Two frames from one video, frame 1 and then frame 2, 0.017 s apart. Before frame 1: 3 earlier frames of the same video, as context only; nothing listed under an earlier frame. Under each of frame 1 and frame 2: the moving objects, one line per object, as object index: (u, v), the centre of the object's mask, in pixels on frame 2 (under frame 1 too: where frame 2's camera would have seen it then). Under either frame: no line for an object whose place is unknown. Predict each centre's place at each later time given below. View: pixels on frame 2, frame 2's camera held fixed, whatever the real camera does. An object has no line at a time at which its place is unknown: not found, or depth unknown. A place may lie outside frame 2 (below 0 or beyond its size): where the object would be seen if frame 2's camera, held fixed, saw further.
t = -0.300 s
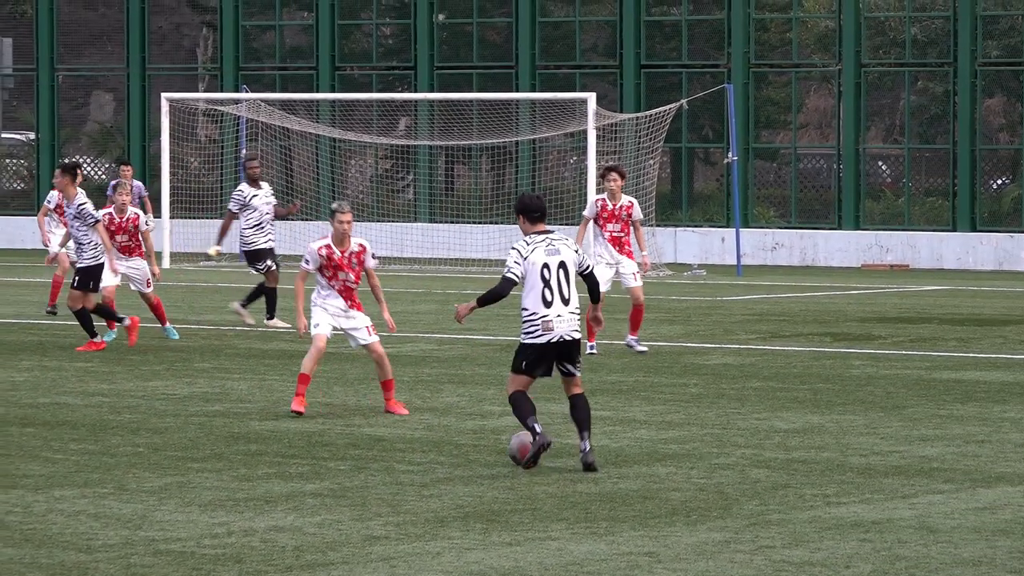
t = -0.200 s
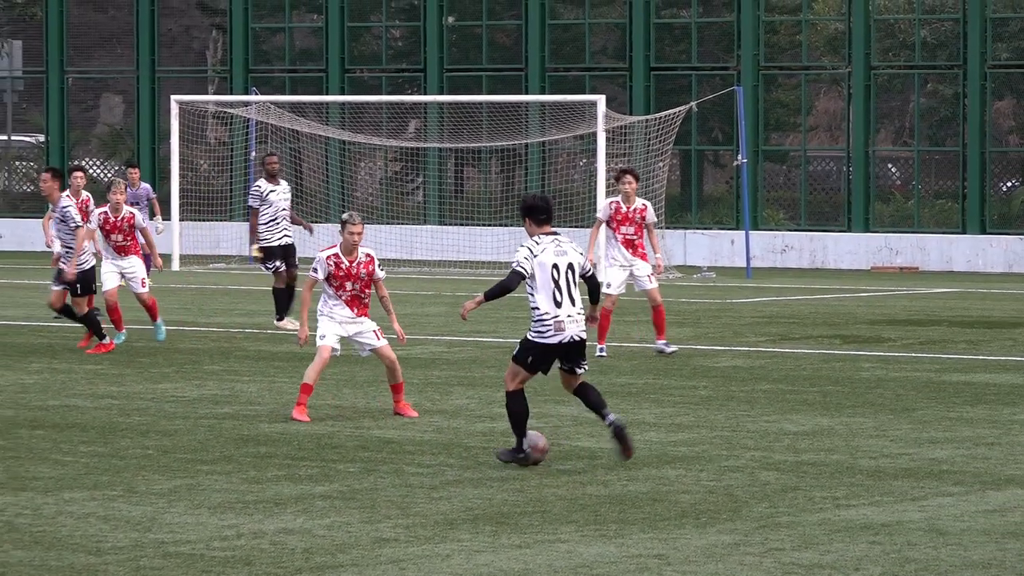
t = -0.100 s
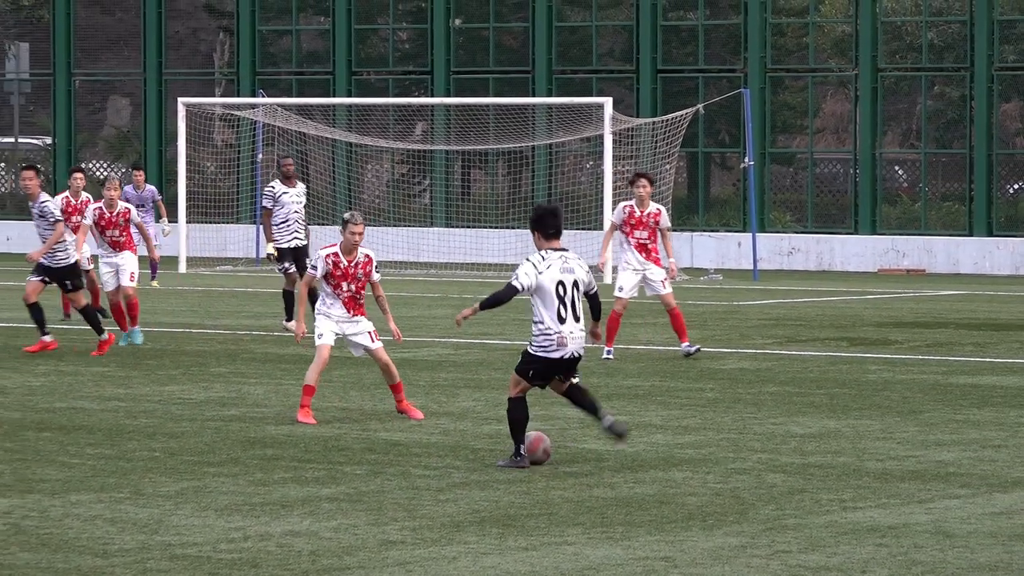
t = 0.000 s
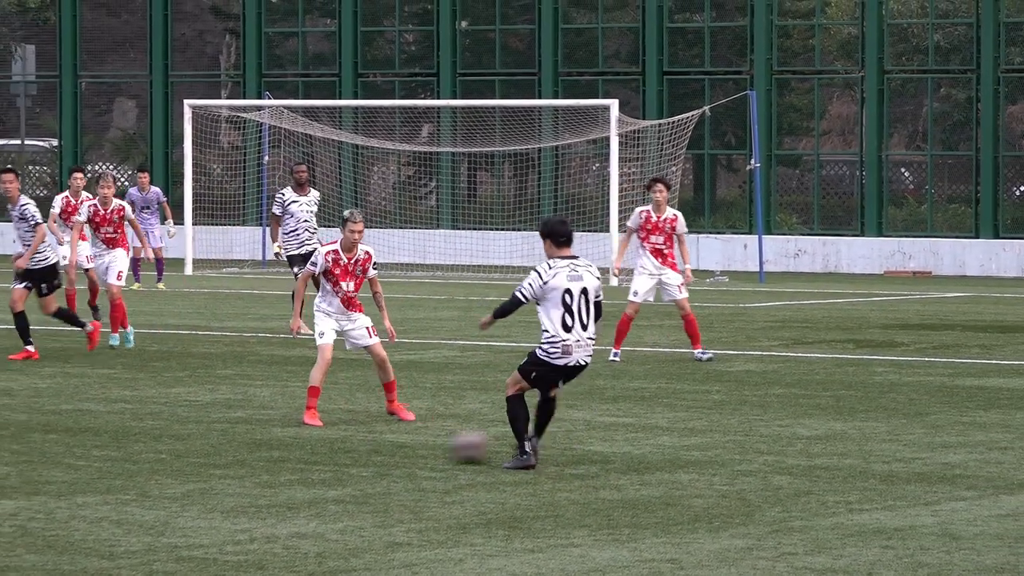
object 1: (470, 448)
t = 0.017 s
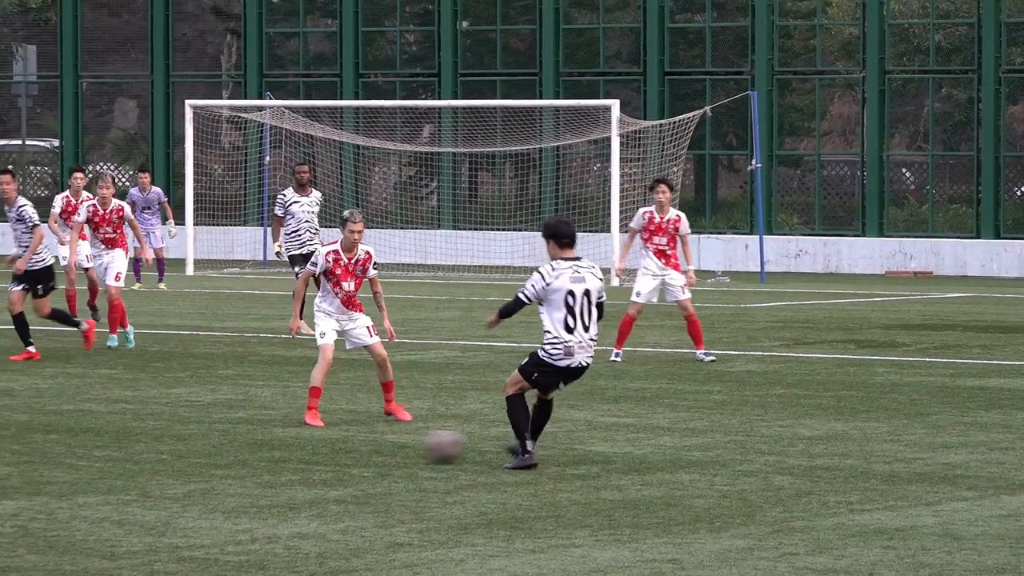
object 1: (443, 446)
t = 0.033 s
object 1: (416, 446)
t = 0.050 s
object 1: (392, 445)
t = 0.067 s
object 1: (363, 445)
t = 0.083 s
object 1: (339, 444)
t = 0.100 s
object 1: (314, 445)
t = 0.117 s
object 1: (288, 444)
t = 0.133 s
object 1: (264, 444)
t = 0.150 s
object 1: (240, 443)
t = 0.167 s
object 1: (216, 443)
